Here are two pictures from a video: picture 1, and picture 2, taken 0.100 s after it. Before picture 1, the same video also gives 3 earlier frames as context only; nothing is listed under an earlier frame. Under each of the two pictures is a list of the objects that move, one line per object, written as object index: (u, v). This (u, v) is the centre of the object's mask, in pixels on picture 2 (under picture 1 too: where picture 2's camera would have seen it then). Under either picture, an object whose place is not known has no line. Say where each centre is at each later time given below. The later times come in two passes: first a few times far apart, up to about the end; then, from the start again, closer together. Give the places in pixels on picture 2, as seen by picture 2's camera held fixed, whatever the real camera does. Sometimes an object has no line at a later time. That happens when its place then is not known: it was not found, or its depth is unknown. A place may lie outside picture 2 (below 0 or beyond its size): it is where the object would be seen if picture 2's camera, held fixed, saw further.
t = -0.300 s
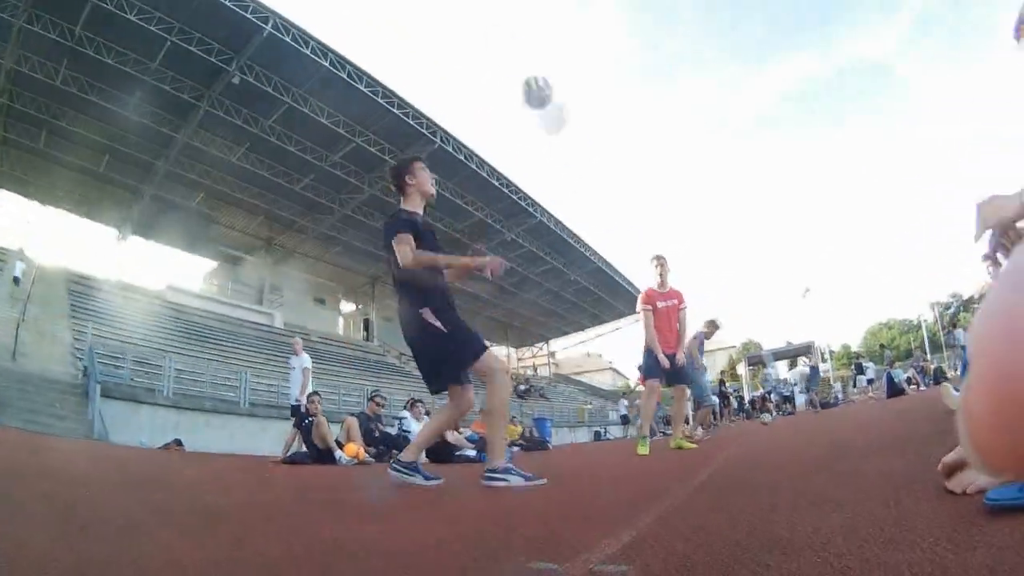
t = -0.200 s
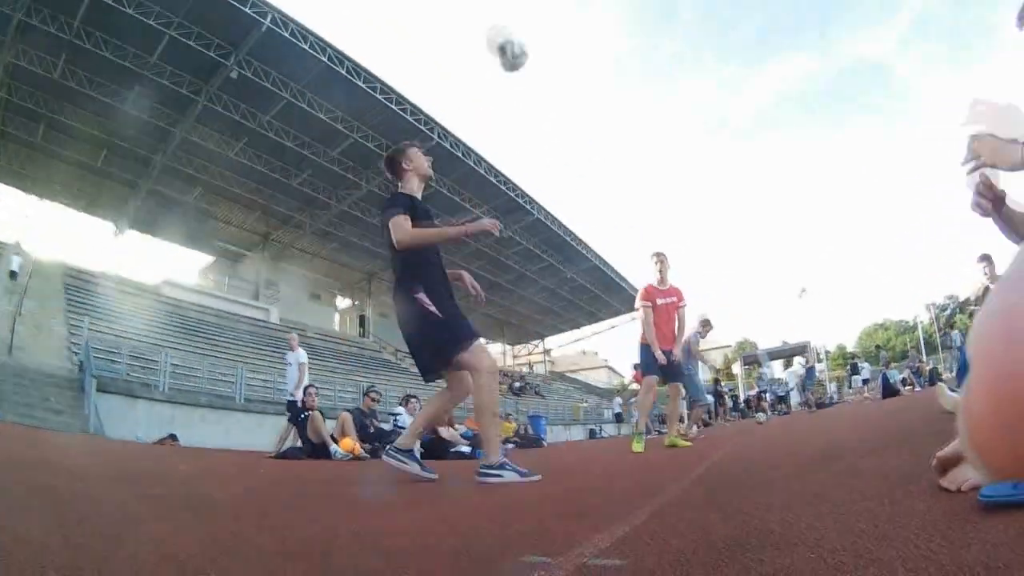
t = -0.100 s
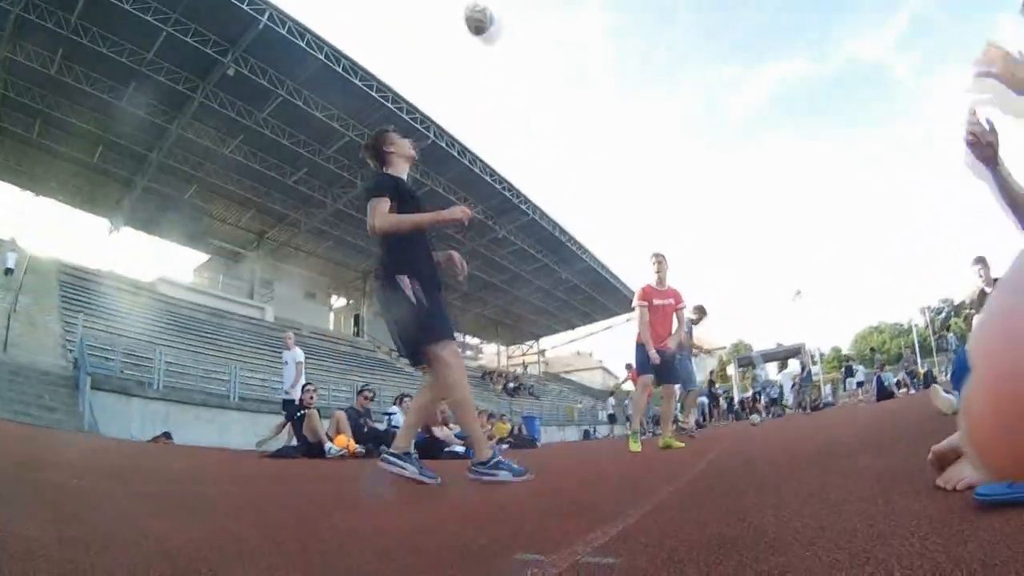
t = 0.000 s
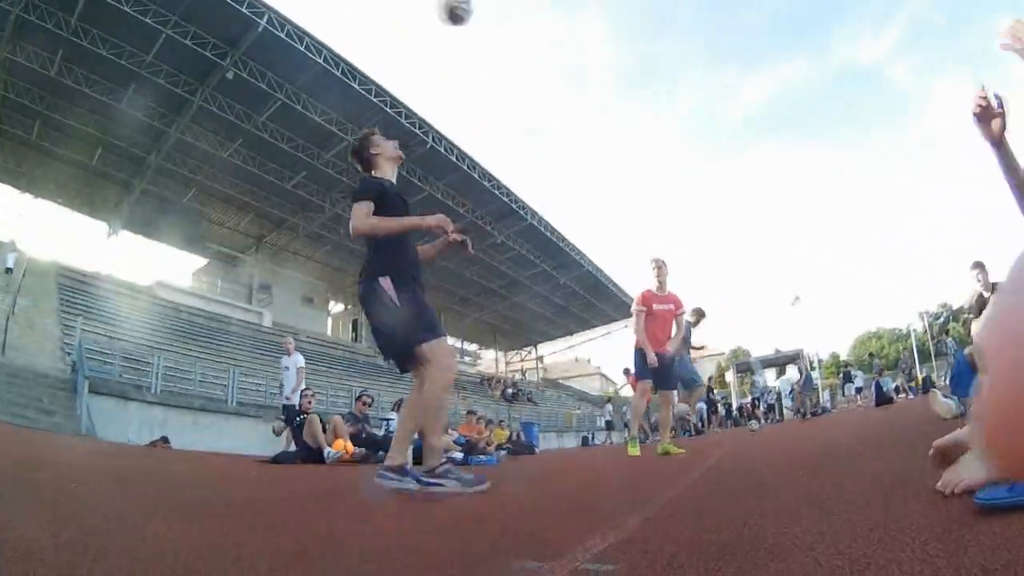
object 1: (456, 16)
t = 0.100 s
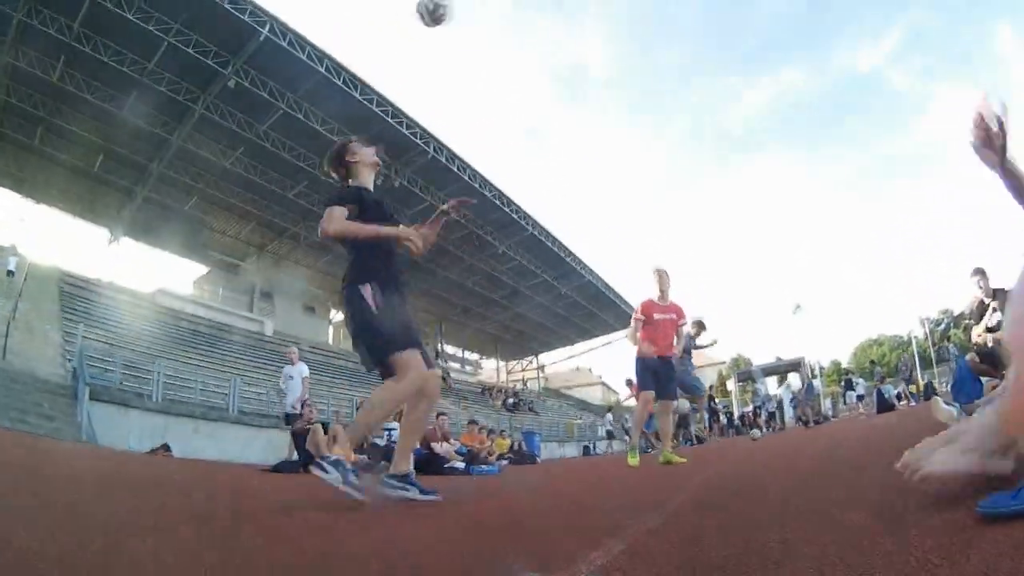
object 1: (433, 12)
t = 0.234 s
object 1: (403, 17)
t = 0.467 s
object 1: (328, 86)
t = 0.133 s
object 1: (426, 12)
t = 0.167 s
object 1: (418, 13)
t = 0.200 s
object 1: (410, 16)
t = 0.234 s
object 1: (403, 17)
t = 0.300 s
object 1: (387, 27)
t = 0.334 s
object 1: (376, 36)
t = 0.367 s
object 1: (364, 47)
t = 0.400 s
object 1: (358, 53)
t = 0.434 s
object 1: (342, 69)
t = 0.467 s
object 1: (328, 86)
